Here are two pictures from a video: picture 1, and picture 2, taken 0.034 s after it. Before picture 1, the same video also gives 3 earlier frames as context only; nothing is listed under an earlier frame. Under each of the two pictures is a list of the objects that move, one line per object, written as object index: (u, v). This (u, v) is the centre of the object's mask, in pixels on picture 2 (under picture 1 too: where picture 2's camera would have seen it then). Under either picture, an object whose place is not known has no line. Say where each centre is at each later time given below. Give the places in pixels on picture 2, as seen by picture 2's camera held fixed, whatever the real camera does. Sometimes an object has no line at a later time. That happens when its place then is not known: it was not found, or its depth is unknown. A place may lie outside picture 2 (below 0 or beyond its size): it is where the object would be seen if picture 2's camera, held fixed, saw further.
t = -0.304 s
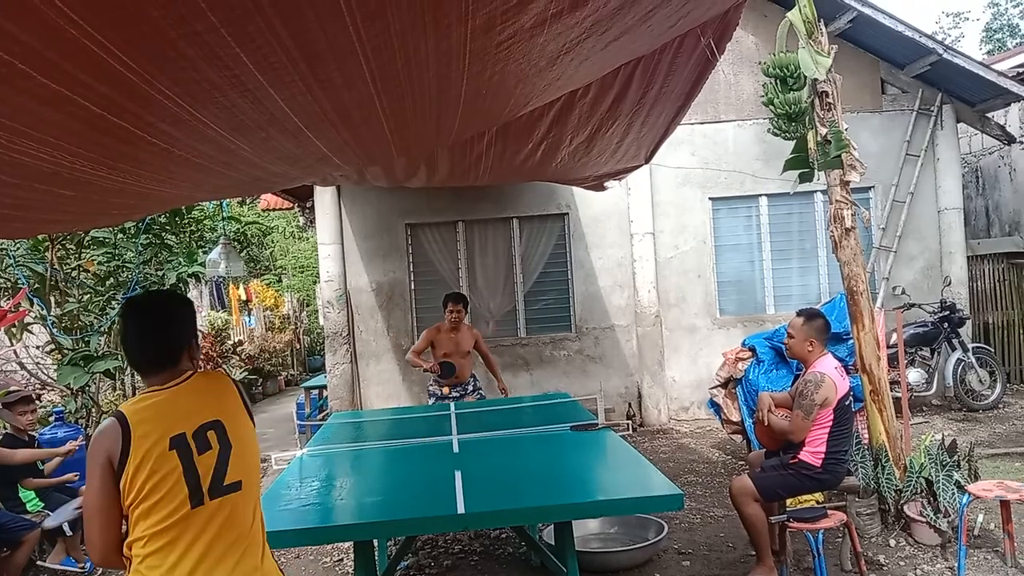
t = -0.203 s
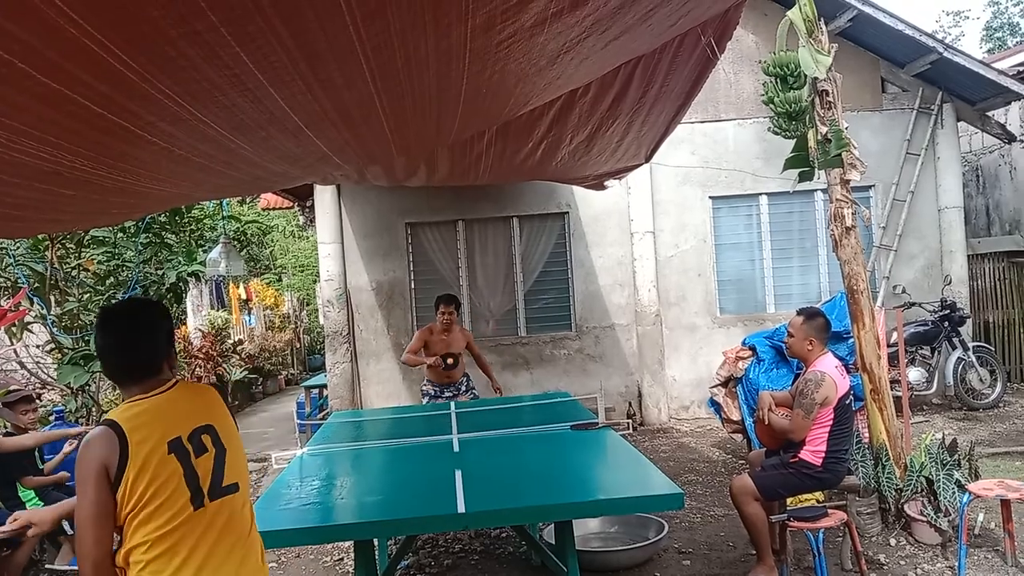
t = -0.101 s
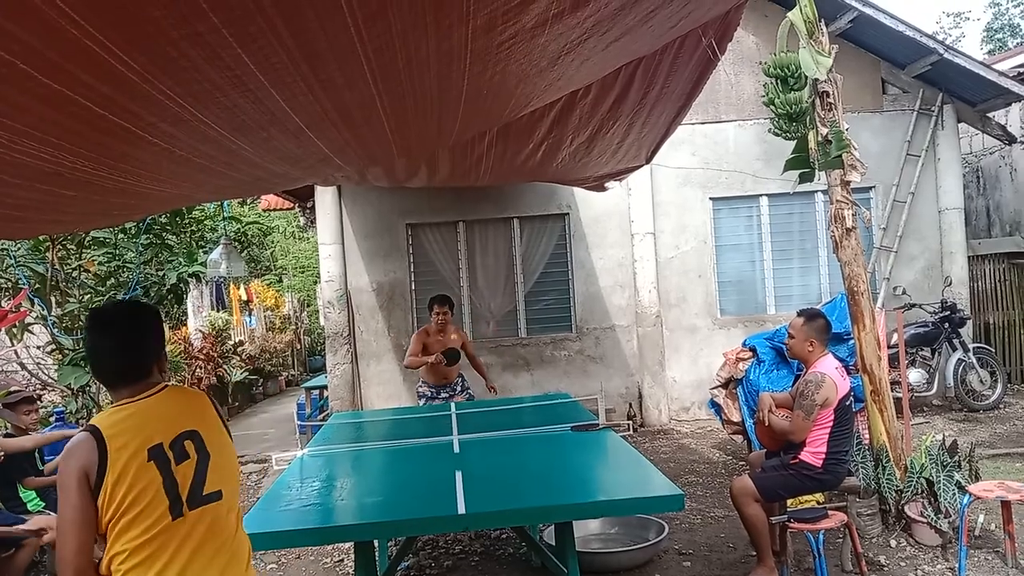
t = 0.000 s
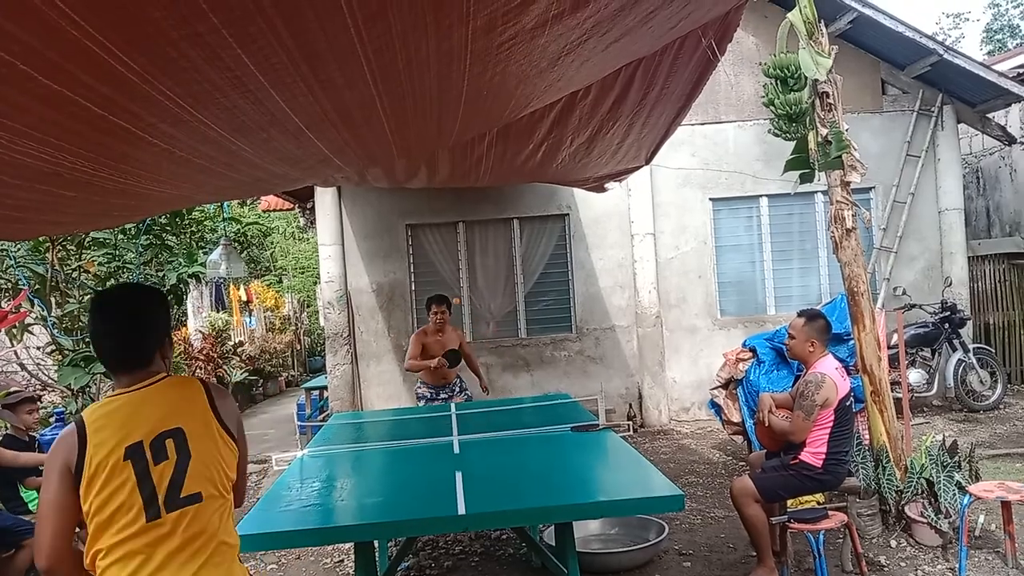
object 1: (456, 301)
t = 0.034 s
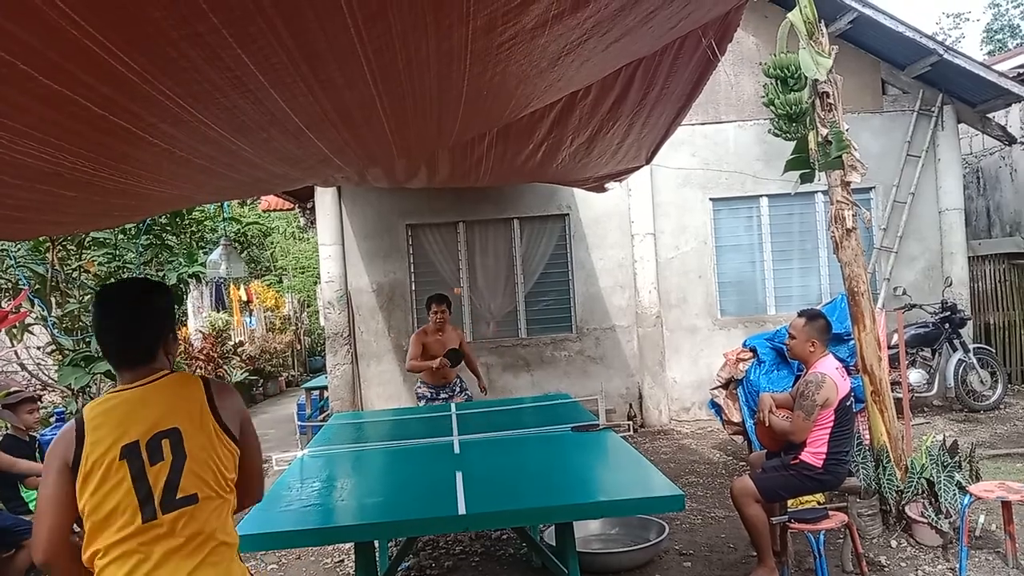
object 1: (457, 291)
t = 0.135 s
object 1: (461, 265)
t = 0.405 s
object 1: (489, 271)
